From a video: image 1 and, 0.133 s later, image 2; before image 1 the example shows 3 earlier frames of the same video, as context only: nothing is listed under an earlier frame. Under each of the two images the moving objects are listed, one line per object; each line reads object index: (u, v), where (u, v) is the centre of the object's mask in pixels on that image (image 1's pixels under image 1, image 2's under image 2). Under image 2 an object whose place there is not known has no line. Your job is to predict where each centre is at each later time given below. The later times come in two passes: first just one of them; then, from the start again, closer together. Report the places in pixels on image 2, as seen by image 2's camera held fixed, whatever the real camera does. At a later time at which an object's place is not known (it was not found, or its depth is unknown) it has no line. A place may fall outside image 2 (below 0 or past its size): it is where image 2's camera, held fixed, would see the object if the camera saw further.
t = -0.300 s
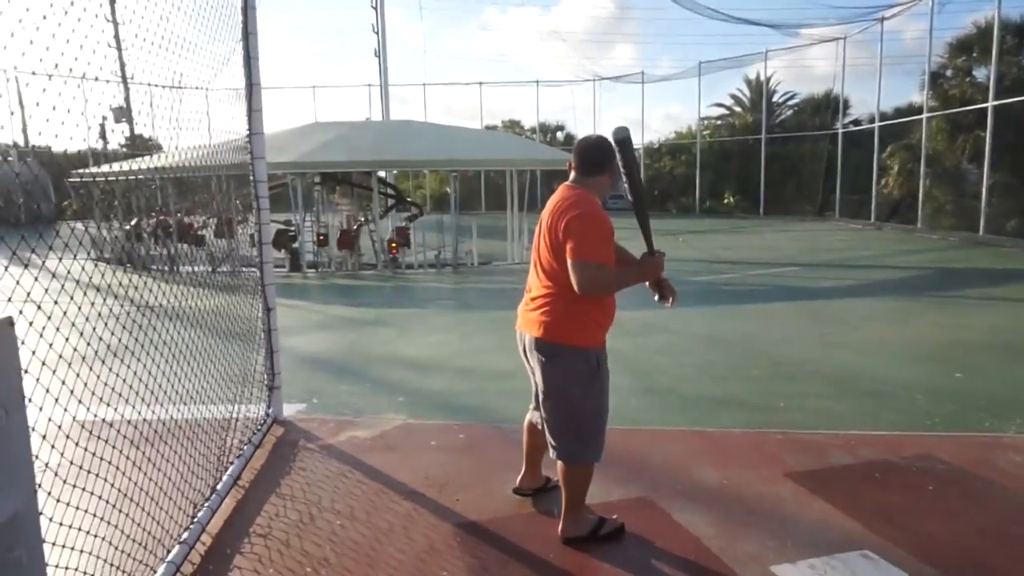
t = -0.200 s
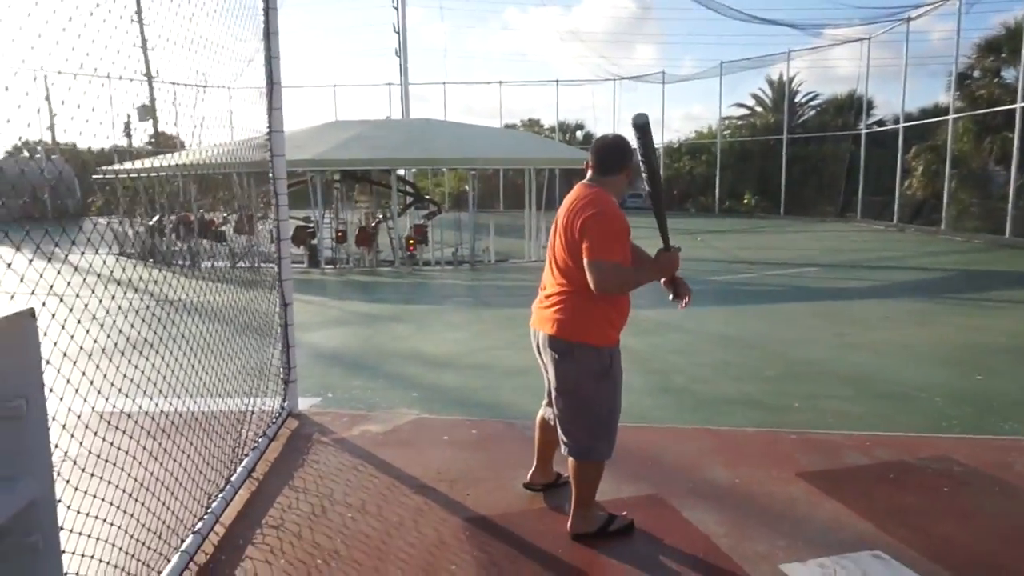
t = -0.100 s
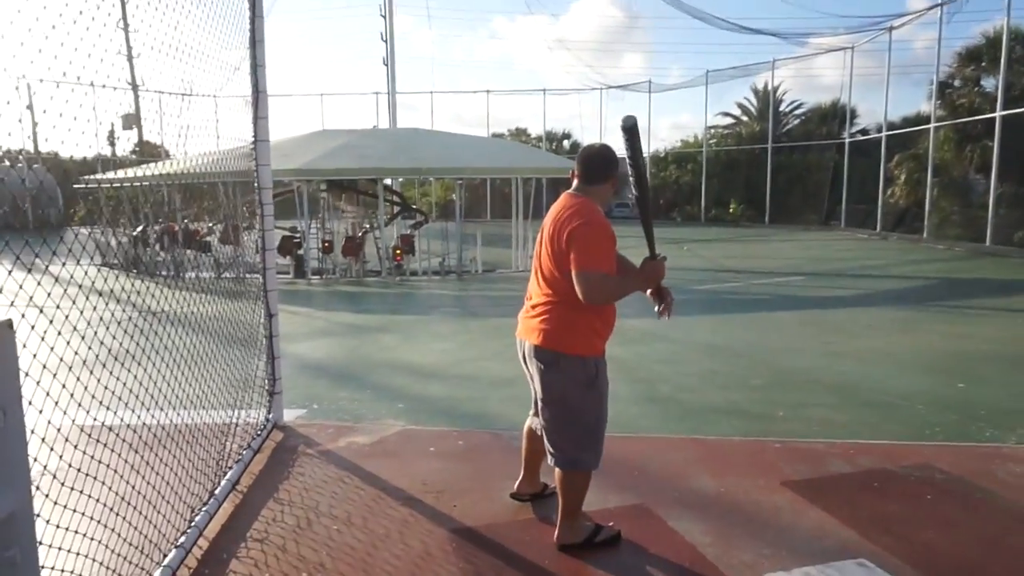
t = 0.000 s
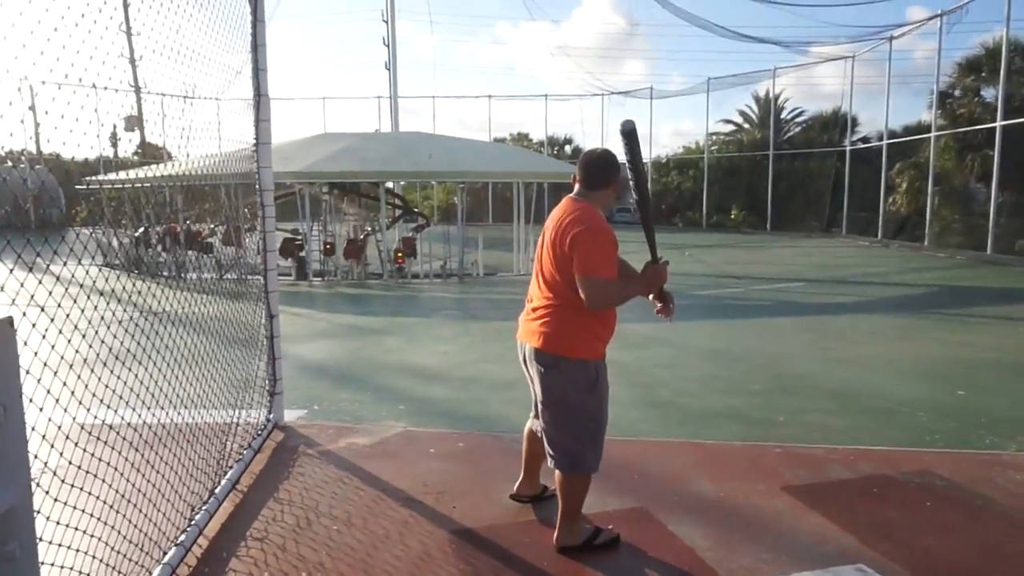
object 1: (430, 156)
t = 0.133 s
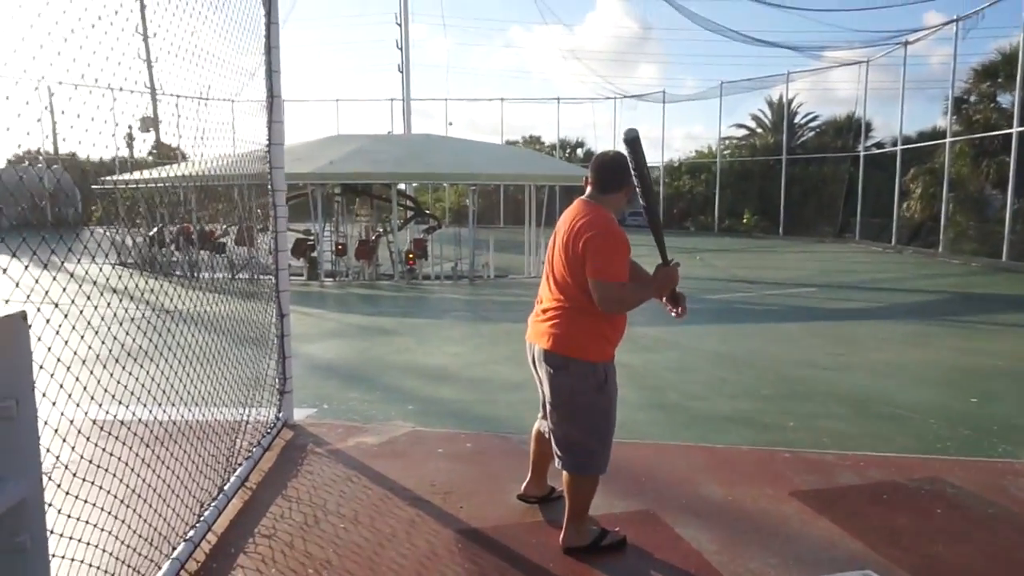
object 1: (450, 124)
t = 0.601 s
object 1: (504, 25)
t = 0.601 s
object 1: (504, 25)
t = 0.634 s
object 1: (510, 21)
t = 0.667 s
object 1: (515, 19)
